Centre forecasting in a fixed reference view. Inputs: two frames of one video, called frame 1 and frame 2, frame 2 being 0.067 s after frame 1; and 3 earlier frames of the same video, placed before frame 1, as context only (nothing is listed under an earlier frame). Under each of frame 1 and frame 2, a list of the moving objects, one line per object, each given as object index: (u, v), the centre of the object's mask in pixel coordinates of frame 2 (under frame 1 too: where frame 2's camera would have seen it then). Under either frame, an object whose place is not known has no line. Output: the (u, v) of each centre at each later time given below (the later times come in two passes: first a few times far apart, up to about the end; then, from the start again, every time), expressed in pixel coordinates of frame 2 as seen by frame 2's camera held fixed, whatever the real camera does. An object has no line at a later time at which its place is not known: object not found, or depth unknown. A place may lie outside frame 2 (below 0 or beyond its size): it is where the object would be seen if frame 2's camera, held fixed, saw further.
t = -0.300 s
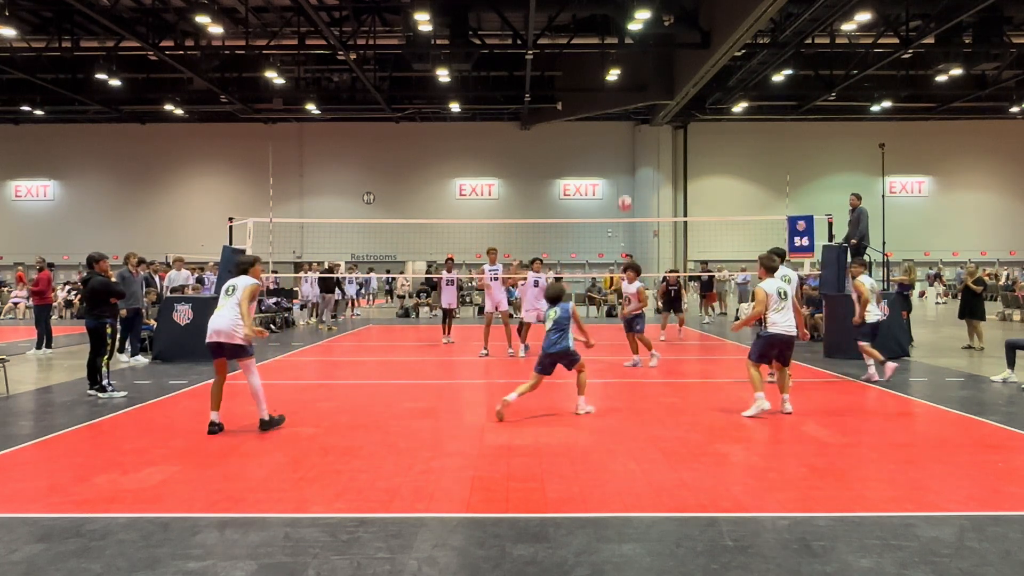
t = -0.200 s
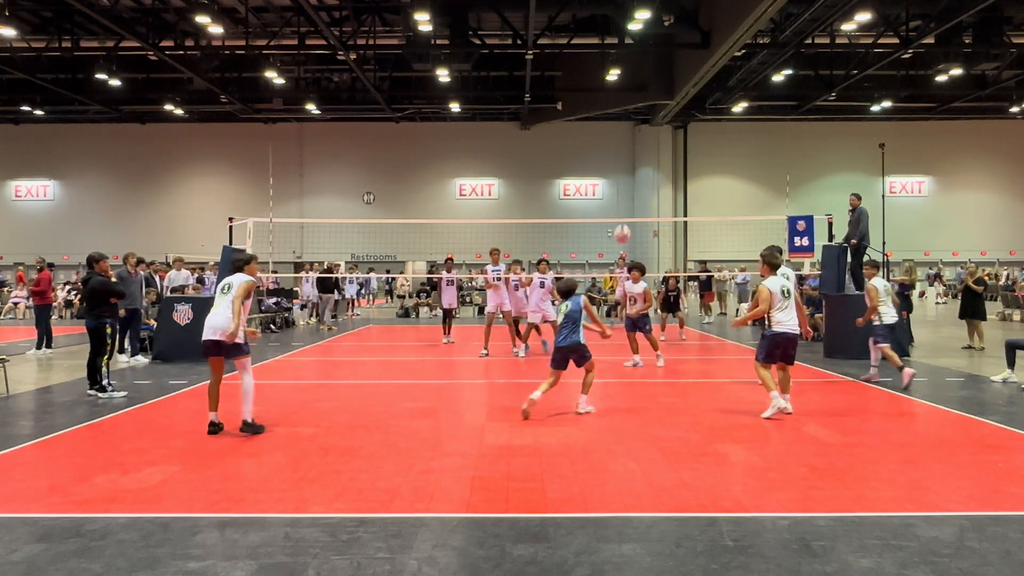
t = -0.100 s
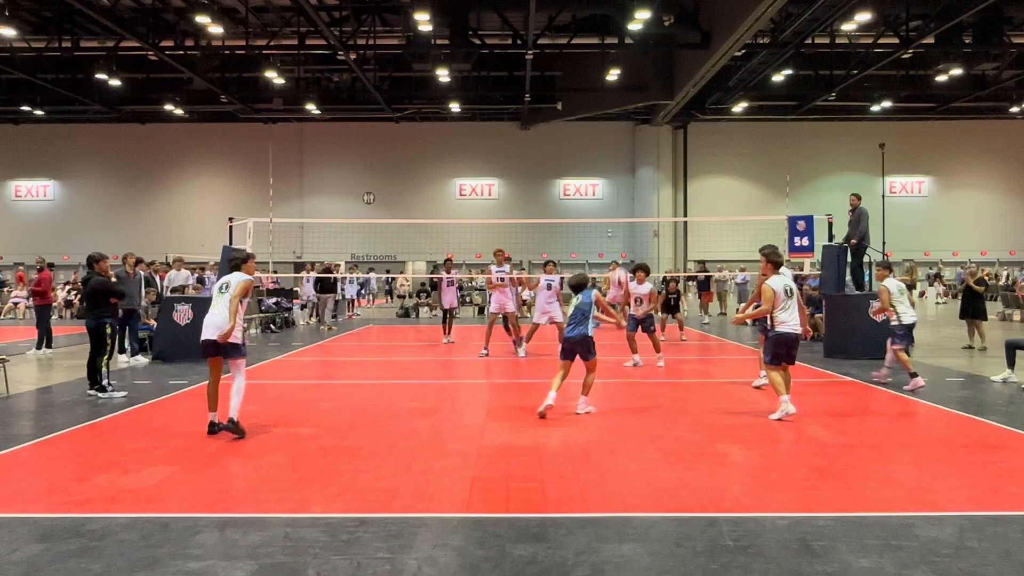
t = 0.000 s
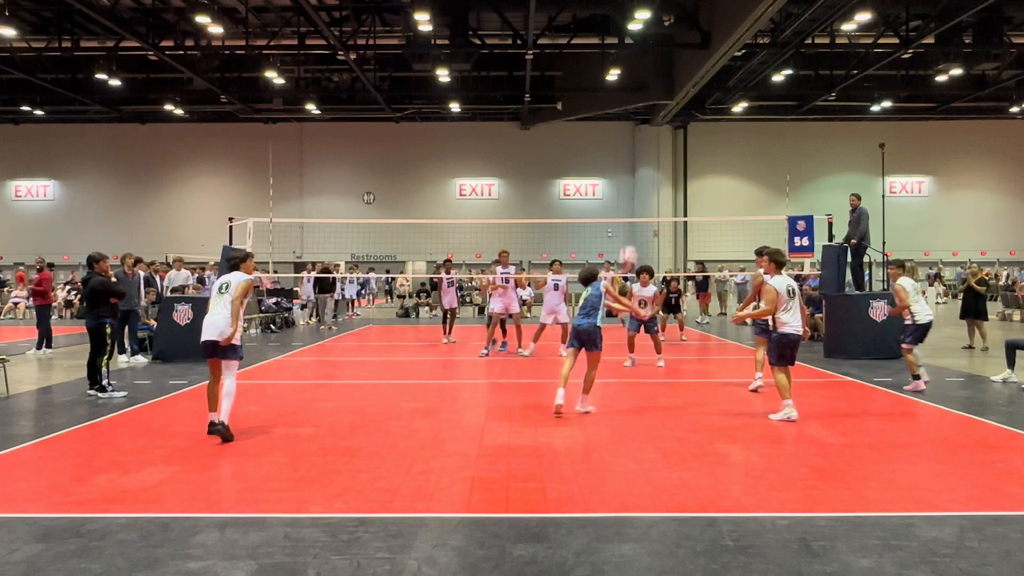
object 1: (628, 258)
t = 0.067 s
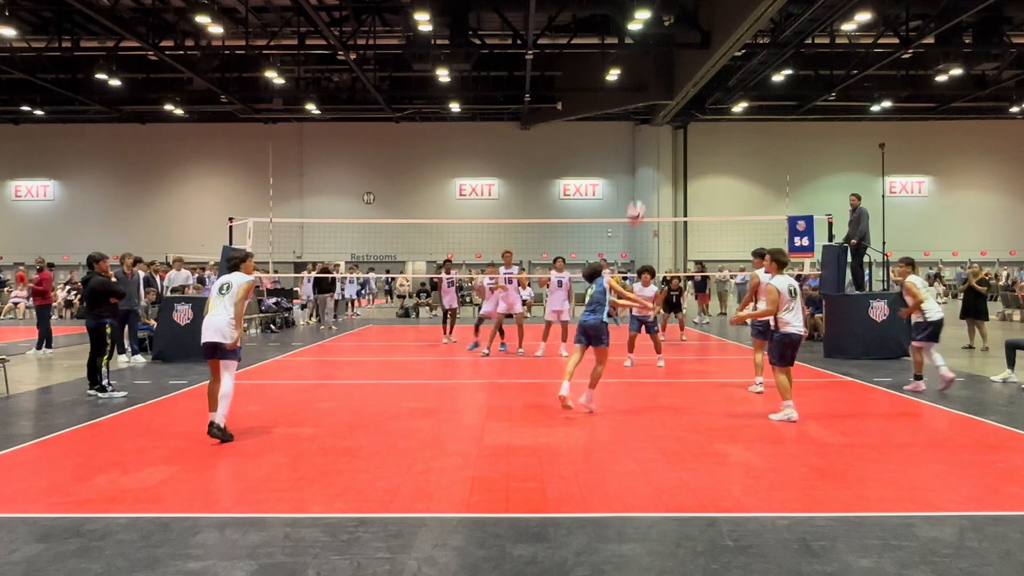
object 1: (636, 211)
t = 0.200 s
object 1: (650, 139)
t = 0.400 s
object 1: (667, 65)
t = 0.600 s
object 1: (681, 27)
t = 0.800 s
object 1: (694, 20)
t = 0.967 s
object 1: (703, 36)
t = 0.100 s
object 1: (639, 192)
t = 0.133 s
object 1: (643, 173)
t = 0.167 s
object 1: (646, 154)
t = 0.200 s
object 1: (650, 139)
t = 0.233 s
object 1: (653, 122)
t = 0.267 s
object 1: (656, 110)
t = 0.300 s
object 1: (659, 96)
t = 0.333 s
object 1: (662, 85)
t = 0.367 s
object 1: (664, 74)
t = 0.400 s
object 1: (667, 65)
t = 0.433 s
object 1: (670, 56)
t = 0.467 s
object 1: (672, 48)
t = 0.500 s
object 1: (675, 41)
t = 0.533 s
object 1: (677, 36)
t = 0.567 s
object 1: (679, 31)
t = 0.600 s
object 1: (681, 27)
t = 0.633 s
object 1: (684, 23)
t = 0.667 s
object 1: (686, 21)
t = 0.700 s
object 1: (688, 20)
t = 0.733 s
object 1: (690, 19)
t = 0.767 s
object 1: (692, 19)
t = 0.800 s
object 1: (694, 20)
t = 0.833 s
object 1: (696, 22)
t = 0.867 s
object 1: (698, 24)
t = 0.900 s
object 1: (700, 28)
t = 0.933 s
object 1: (702, 31)
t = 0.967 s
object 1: (703, 36)
